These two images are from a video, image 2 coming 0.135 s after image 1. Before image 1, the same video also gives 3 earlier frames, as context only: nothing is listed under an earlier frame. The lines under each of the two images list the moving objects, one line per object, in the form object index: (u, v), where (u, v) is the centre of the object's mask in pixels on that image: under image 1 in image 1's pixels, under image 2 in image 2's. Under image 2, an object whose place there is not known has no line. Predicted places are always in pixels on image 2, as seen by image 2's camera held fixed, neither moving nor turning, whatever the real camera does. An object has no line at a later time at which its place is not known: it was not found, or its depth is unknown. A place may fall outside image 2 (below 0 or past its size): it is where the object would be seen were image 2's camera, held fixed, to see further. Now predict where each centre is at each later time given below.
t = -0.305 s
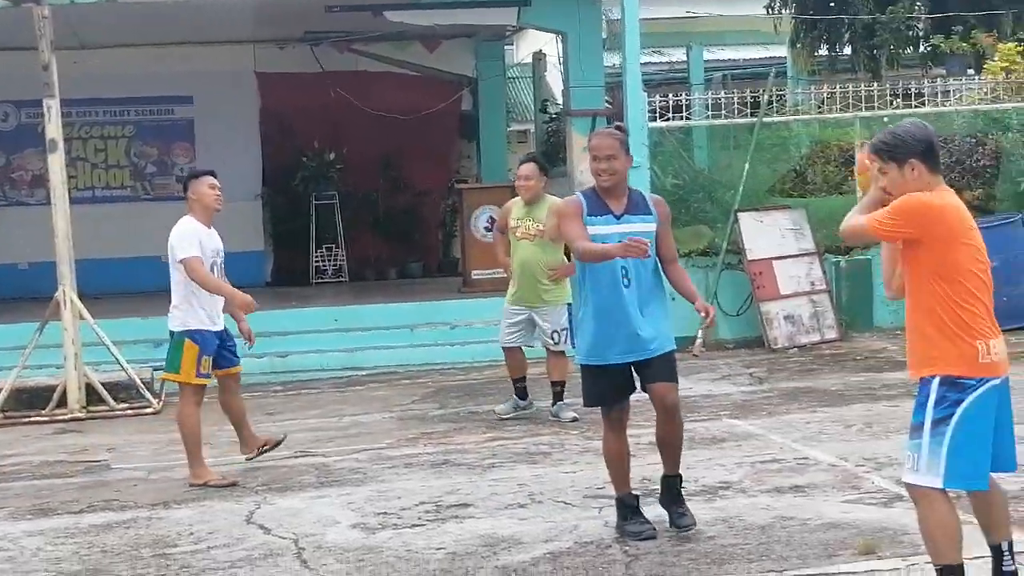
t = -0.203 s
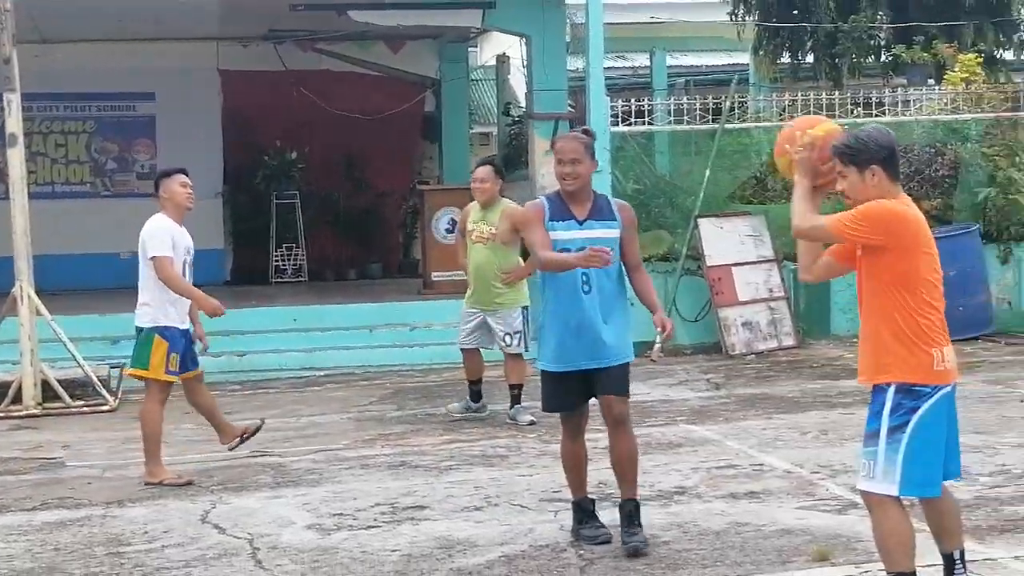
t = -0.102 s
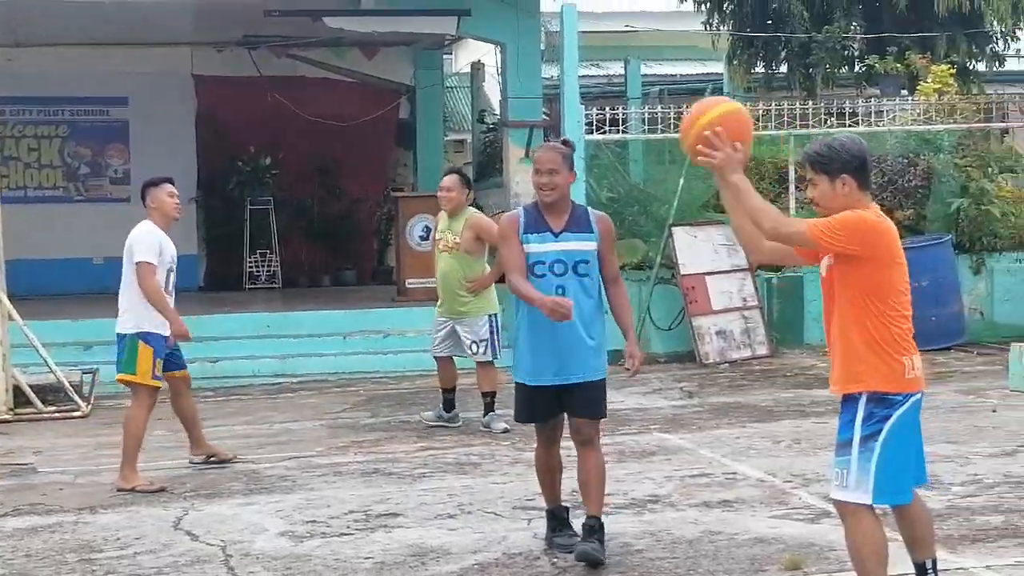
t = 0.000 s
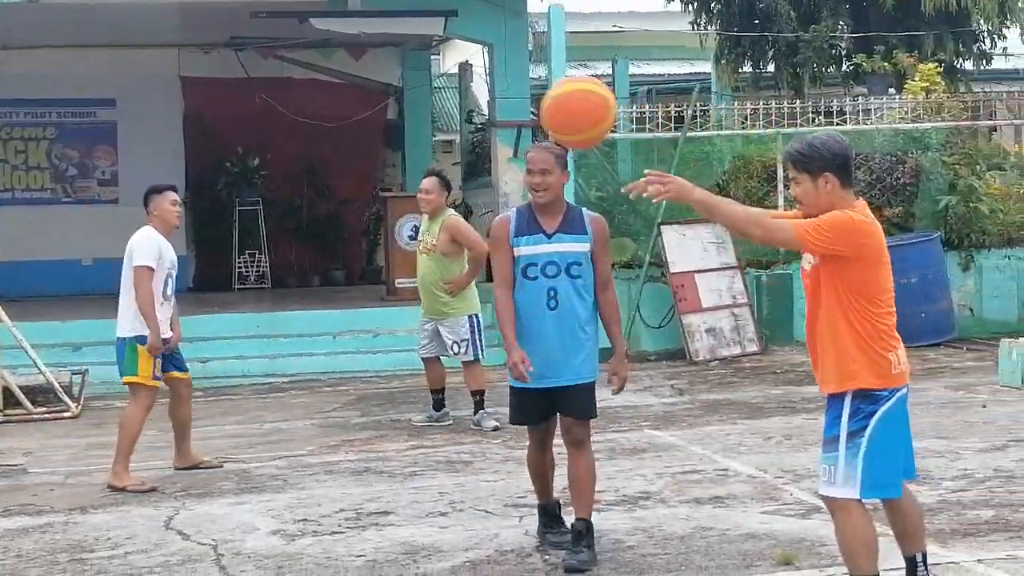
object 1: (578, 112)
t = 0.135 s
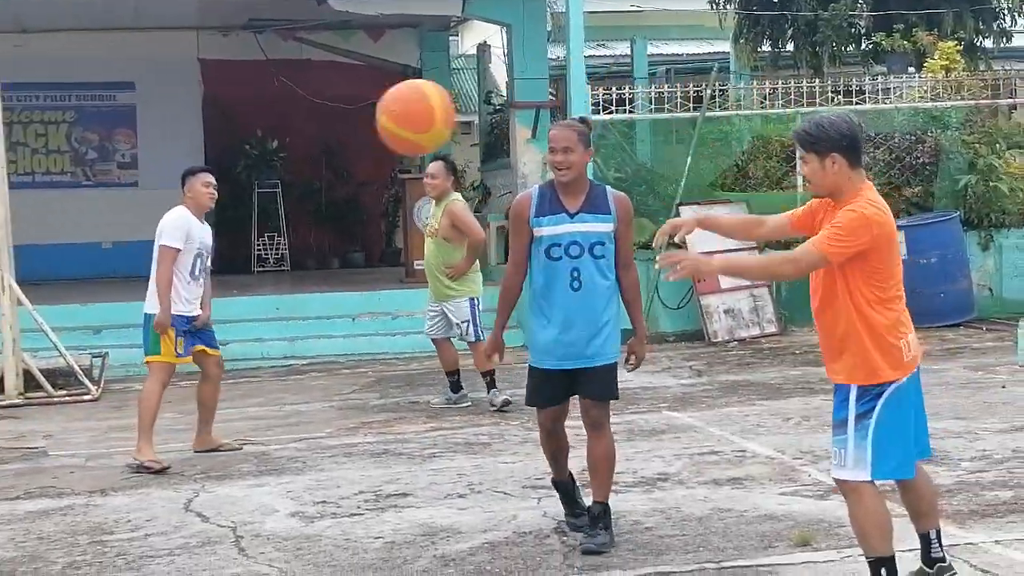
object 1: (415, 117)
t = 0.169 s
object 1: (368, 133)
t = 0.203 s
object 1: (320, 152)
